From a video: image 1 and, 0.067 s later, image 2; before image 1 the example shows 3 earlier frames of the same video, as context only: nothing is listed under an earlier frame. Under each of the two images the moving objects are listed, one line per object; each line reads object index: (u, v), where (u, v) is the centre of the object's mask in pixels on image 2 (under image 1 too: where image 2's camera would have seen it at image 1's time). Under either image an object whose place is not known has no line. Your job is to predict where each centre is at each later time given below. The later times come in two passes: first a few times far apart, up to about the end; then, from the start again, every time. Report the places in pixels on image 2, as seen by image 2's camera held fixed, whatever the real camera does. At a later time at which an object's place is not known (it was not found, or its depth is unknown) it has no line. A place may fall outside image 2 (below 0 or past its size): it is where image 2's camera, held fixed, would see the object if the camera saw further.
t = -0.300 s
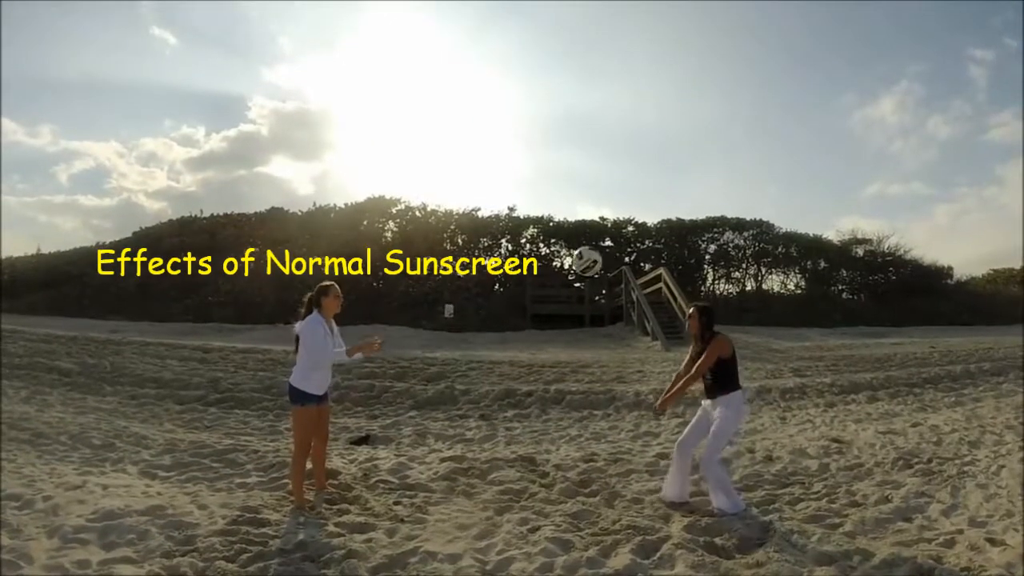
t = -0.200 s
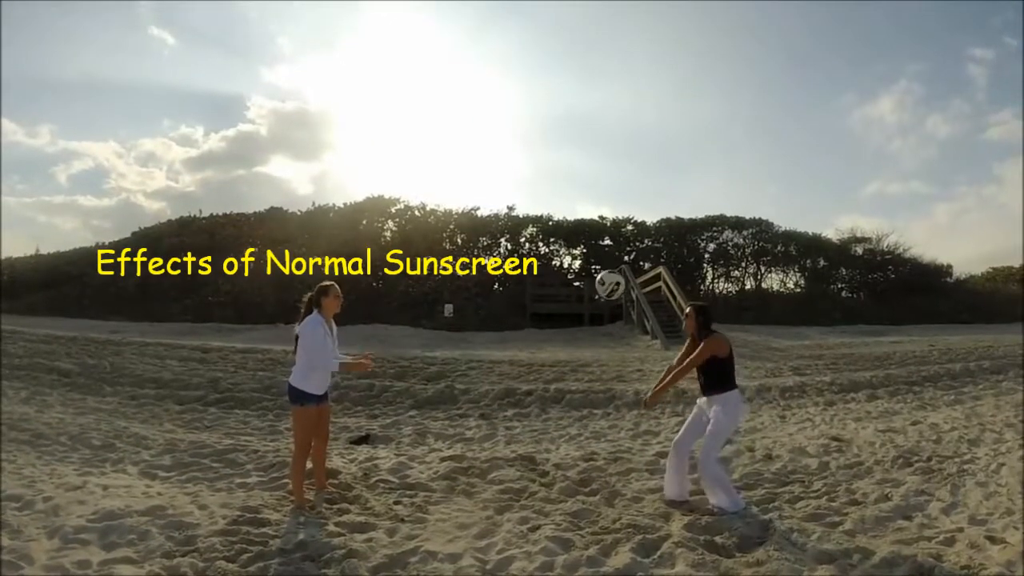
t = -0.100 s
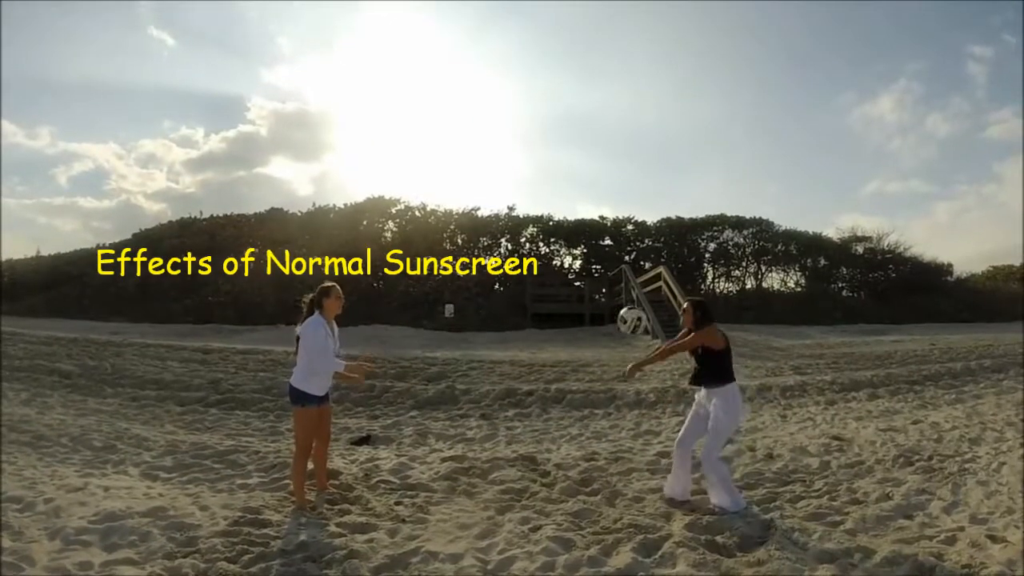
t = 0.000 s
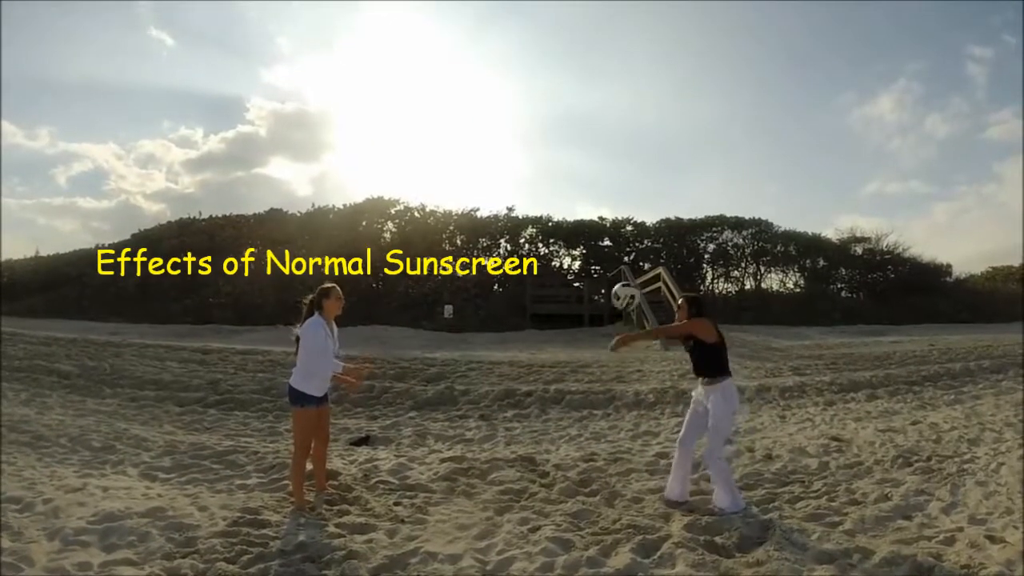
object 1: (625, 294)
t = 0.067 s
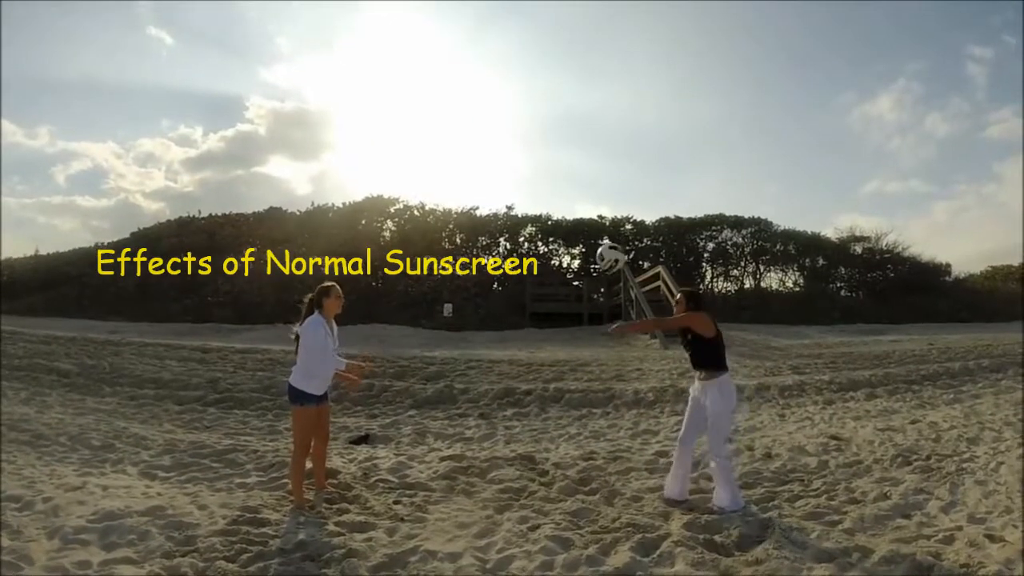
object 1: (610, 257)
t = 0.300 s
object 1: (559, 175)
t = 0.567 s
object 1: (497, 169)
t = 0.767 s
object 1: (444, 224)
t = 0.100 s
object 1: (603, 240)
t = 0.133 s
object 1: (596, 225)
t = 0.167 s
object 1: (589, 212)
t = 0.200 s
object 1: (581, 200)
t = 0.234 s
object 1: (574, 190)
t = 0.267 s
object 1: (567, 182)
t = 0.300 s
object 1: (559, 175)
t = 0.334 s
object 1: (552, 169)
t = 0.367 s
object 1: (544, 165)
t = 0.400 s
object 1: (540, 163)
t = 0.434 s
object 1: (531, 162)
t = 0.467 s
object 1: (521, 161)
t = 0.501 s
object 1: (513, 163)
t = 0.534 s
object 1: (505, 165)
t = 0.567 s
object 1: (497, 169)
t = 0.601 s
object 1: (489, 175)
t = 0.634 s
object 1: (480, 182)
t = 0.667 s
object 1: (472, 190)
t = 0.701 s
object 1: (463, 199)
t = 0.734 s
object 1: (454, 210)
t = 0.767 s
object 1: (444, 224)
